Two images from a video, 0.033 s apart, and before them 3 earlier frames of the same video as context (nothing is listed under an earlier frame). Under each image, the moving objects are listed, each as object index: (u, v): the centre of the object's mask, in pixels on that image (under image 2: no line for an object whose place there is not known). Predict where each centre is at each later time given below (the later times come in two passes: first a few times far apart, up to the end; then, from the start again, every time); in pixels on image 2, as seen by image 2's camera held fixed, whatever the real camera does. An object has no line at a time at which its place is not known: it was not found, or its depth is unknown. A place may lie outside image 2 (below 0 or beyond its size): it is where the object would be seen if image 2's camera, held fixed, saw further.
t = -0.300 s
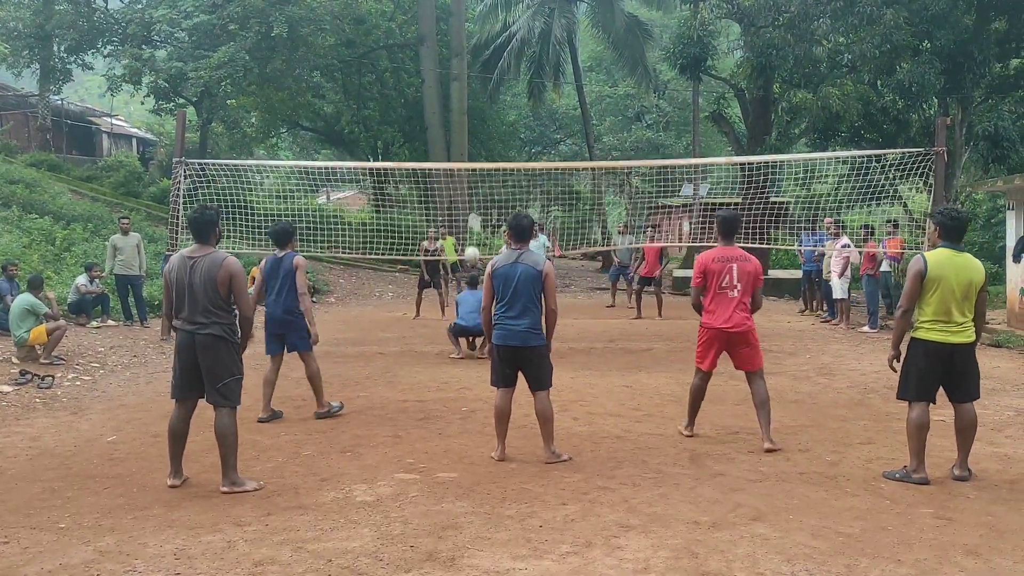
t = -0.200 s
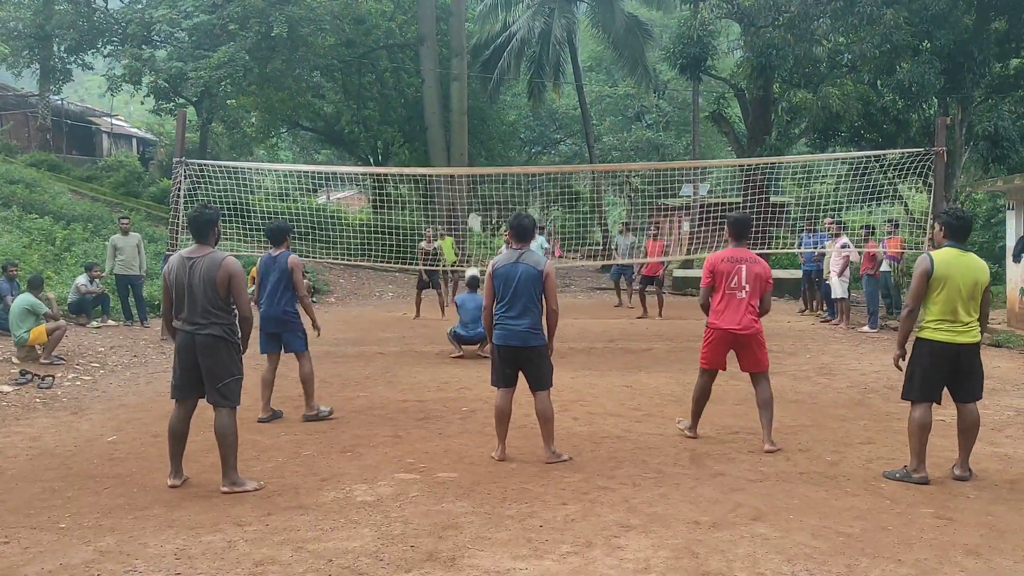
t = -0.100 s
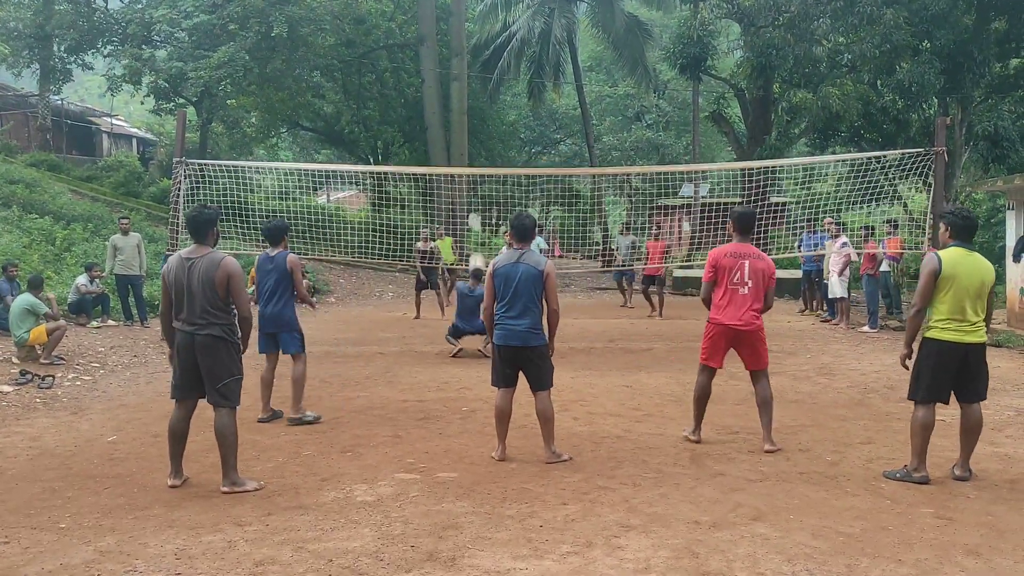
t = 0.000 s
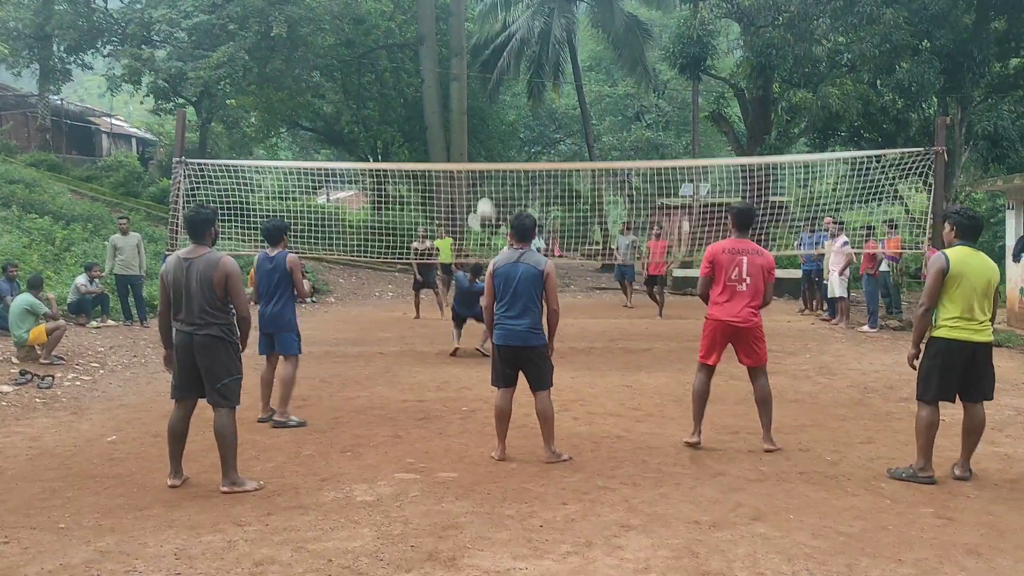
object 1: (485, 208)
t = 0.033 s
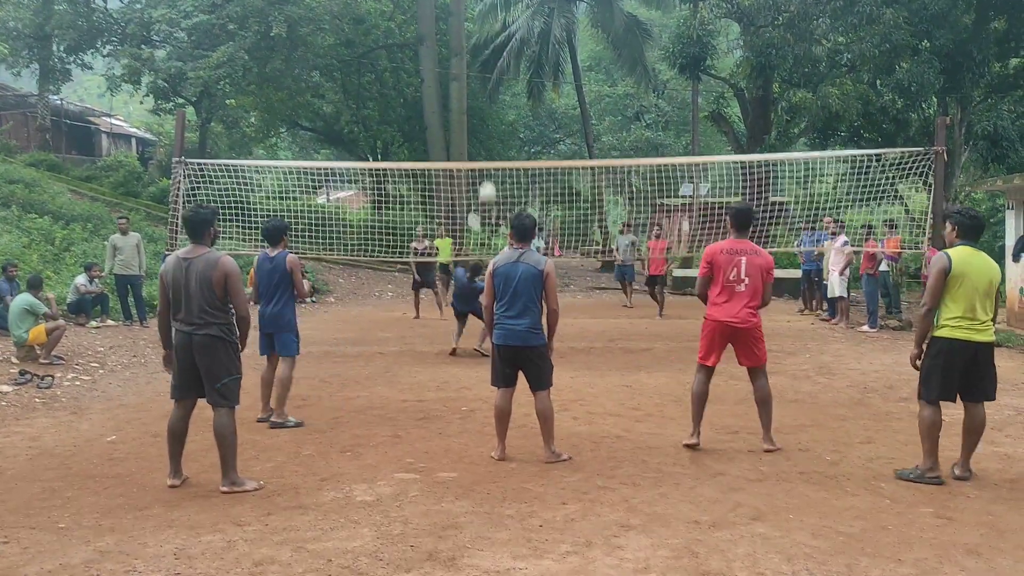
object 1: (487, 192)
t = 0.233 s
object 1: (507, 101)
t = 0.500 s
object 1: (540, 17)
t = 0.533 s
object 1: (545, 11)
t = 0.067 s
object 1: (491, 176)
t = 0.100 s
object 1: (493, 158)
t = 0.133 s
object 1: (497, 145)
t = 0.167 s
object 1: (500, 129)
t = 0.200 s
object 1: (503, 114)
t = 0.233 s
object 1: (507, 101)
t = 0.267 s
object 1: (510, 87)
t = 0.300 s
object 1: (514, 75)
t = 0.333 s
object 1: (518, 63)
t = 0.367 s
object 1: (522, 53)
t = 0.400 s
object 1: (526, 42)
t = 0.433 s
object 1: (531, 33)
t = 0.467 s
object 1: (535, 24)
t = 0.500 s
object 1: (540, 17)
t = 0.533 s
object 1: (545, 11)
